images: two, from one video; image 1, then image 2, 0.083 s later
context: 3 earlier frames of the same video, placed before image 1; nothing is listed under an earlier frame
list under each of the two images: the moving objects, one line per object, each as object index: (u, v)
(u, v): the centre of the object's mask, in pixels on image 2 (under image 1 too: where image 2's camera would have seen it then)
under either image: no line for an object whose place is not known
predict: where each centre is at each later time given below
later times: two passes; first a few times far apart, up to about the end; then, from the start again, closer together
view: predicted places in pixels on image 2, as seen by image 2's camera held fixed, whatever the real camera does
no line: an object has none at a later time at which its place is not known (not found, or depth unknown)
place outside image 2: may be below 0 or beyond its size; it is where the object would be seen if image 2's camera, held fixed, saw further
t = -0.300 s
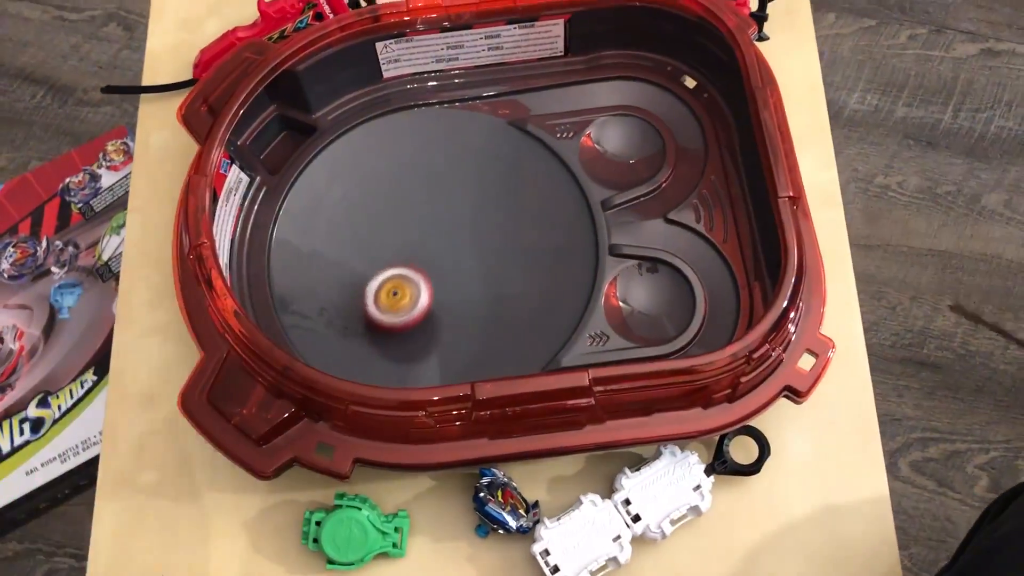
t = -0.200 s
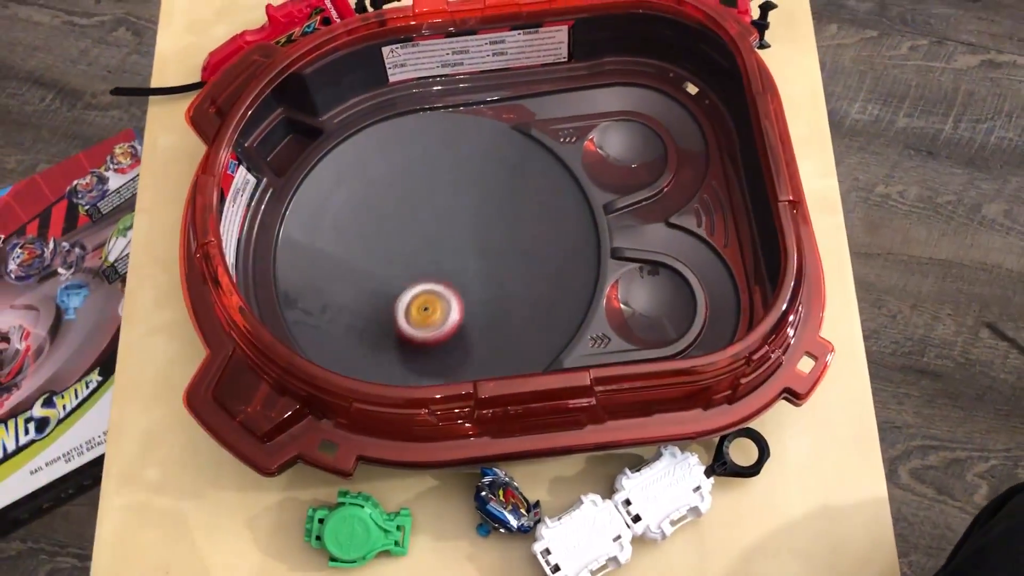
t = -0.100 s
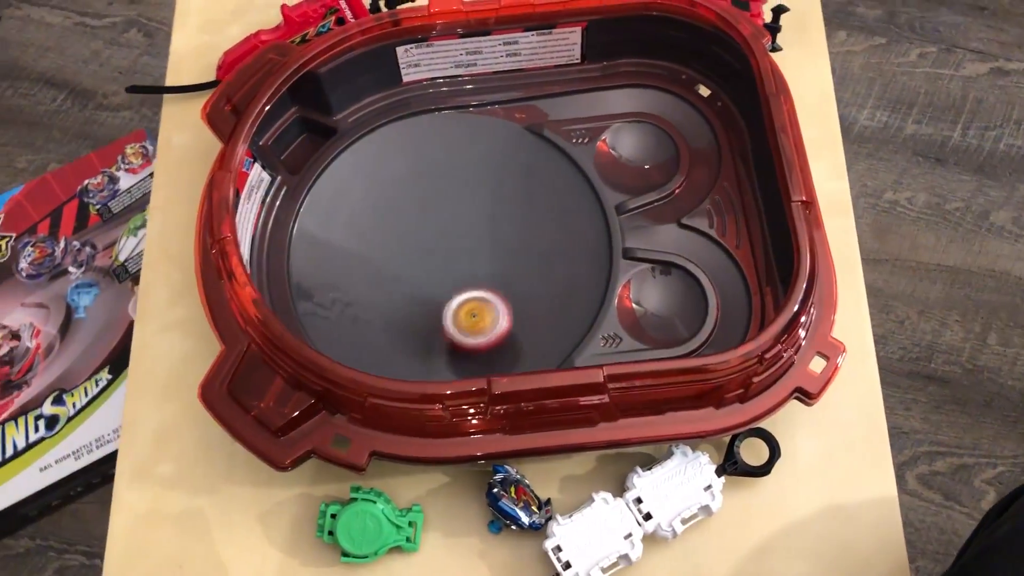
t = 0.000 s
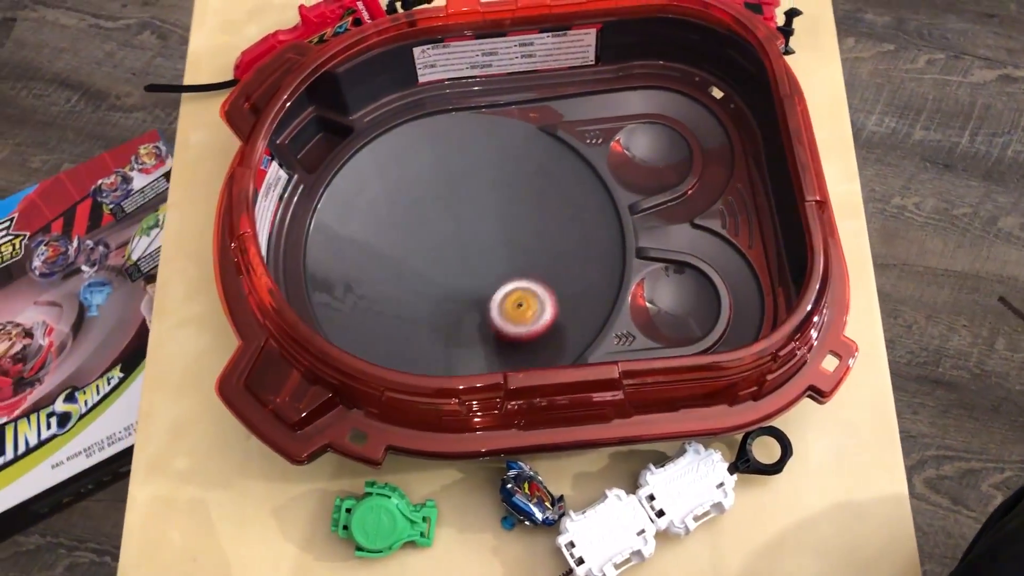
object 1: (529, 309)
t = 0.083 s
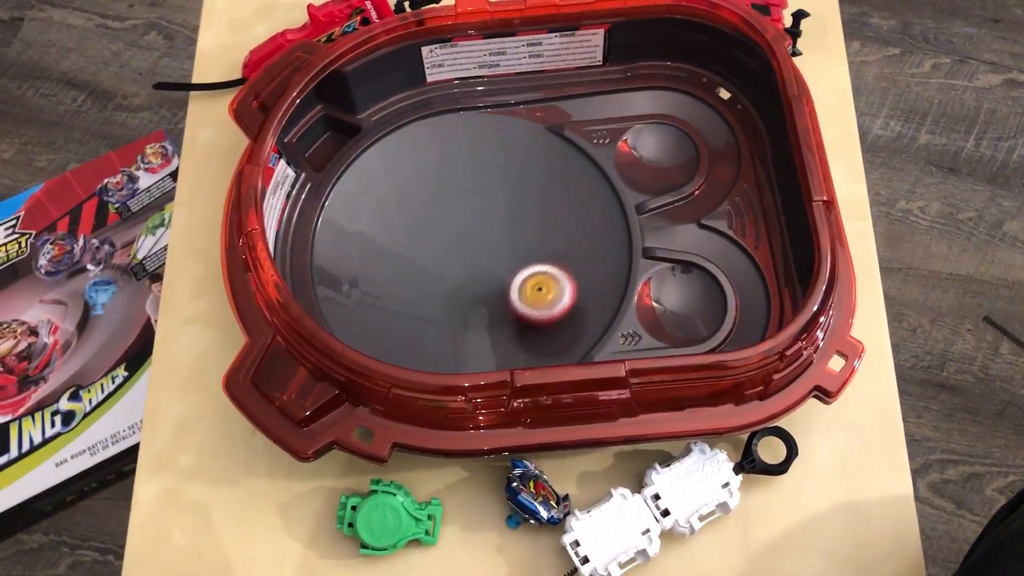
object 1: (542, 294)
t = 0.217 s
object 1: (534, 271)
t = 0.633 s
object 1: (425, 308)
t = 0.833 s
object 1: (471, 321)
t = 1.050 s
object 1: (478, 256)
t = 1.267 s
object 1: (416, 220)
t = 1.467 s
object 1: (397, 260)
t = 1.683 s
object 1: (434, 261)
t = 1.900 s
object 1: (439, 233)
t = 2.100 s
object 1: (443, 217)
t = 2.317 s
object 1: (454, 210)
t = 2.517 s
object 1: (466, 204)
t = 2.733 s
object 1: (480, 201)
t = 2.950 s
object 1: (486, 206)
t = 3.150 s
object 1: (492, 211)
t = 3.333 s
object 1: (500, 221)
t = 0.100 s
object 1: (543, 291)
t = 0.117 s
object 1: (543, 287)
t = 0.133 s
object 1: (543, 284)
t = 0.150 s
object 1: (542, 281)
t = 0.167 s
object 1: (541, 278)
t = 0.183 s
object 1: (539, 276)
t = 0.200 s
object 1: (537, 273)
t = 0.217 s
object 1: (534, 271)
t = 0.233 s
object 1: (531, 269)
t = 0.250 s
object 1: (528, 268)
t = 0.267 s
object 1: (523, 268)
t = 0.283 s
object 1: (518, 267)
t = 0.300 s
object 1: (513, 266)
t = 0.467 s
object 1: (451, 278)
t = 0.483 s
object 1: (446, 280)
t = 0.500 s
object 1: (441, 283)
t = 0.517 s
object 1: (437, 286)
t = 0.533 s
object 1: (434, 288)
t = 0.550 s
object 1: (431, 291)
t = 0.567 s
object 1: (428, 294)
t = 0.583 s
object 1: (427, 298)
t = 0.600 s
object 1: (425, 301)
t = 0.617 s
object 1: (424, 304)
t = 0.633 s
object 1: (425, 308)
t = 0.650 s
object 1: (425, 311)
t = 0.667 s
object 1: (427, 313)
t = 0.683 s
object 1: (429, 317)
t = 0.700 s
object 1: (432, 319)
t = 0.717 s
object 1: (435, 321)
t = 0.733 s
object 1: (440, 324)
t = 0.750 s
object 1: (444, 325)
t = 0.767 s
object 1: (449, 325)
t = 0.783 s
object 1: (455, 326)
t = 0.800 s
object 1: (460, 325)
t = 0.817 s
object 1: (465, 324)
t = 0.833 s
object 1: (471, 321)
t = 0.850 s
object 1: (475, 320)
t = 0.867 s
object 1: (479, 316)
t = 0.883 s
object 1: (482, 312)
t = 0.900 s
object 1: (485, 308)
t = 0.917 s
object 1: (486, 303)
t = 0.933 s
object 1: (487, 297)
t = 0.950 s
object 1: (488, 292)
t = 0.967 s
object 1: (488, 286)
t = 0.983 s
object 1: (487, 279)
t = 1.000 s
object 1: (485, 274)
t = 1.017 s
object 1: (484, 268)
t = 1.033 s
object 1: (481, 263)
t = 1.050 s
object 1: (478, 256)
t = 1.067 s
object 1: (474, 251)
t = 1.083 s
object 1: (471, 246)
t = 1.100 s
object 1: (467, 241)
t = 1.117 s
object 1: (461, 236)
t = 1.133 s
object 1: (457, 232)
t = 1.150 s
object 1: (452, 229)
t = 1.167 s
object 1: (447, 226)
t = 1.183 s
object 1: (441, 223)
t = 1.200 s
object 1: (436, 221)
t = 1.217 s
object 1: (431, 220)
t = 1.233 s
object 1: (426, 219)
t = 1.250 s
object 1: (421, 219)
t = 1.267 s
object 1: (416, 220)
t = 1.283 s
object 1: (412, 222)
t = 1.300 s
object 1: (407, 224)
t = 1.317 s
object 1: (403, 226)
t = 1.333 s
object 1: (399, 230)
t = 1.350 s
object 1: (396, 232)
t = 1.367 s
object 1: (394, 237)
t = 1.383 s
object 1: (392, 242)
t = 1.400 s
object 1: (391, 245)
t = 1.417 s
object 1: (391, 249)
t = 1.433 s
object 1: (393, 254)
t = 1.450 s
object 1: (394, 257)
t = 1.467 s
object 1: (397, 260)
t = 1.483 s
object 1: (399, 262)
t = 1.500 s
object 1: (402, 264)
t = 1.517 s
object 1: (405, 266)
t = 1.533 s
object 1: (408, 267)
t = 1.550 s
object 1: (411, 268)
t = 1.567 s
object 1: (415, 267)
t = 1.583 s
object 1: (418, 267)
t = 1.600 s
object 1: (422, 267)
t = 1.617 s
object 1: (424, 266)
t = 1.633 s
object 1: (427, 265)
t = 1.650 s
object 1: (429, 264)
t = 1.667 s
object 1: (431, 262)
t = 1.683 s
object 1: (434, 261)
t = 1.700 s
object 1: (435, 259)
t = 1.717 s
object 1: (436, 258)
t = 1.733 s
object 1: (437, 255)
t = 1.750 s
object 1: (438, 253)
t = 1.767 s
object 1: (438, 251)
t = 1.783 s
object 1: (439, 249)
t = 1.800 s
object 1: (439, 246)
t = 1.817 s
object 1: (438, 244)
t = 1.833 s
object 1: (439, 241)
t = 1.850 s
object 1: (438, 239)
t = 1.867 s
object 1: (438, 237)
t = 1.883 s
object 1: (439, 234)
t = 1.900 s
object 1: (439, 233)
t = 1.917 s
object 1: (439, 230)
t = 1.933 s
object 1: (439, 229)
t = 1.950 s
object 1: (439, 227)
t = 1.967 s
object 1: (439, 225)
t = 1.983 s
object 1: (440, 224)
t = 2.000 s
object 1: (440, 222)
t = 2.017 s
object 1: (441, 221)
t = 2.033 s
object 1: (441, 221)
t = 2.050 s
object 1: (441, 220)
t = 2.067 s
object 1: (442, 219)
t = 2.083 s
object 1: (442, 218)
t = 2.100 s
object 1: (443, 217)
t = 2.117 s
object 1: (444, 216)
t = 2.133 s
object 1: (444, 216)
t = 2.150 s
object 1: (445, 215)
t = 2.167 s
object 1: (446, 215)
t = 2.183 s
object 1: (446, 214)
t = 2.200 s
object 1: (447, 213)
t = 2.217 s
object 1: (448, 213)
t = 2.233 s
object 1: (449, 212)
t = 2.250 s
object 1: (450, 211)
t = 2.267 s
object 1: (451, 211)
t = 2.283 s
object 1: (452, 211)
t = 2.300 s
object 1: (453, 211)
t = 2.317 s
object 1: (454, 210)
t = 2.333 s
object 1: (455, 210)
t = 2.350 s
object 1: (456, 209)
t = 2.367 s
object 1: (457, 208)
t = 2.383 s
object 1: (458, 208)
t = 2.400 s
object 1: (459, 207)
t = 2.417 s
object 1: (460, 207)
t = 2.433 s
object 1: (461, 206)
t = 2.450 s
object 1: (462, 205)
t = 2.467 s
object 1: (463, 205)
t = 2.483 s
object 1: (464, 205)
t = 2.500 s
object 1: (465, 205)
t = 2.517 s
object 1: (466, 204)
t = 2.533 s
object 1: (467, 204)
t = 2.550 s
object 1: (468, 204)
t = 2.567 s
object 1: (469, 203)
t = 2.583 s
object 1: (469, 202)
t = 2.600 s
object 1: (471, 202)
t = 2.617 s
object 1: (472, 202)
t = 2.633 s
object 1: (473, 201)
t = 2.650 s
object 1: (474, 201)
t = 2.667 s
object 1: (475, 201)
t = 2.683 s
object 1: (476, 201)
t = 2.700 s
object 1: (478, 201)
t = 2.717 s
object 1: (479, 201)
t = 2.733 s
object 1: (480, 201)
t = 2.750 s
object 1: (481, 201)
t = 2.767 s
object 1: (481, 202)
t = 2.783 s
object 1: (482, 202)
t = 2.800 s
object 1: (483, 202)
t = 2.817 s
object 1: (483, 202)
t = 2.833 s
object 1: (483, 203)
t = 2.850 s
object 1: (484, 203)
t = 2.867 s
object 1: (484, 204)
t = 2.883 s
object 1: (485, 204)
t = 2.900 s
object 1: (485, 205)
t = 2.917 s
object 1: (485, 205)
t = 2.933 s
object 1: (486, 206)
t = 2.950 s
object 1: (486, 206)
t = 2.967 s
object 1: (486, 206)
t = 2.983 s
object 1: (486, 206)
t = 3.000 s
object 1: (487, 207)
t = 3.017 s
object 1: (487, 207)
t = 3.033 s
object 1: (488, 208)
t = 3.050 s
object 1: (488, 208)
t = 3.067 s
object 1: (489, 209)
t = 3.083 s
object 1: (490, 209)
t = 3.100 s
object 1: (490, 209)
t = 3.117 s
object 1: (491, 210)
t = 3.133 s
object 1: (492, 210)
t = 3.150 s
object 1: (492, 211)
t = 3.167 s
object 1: (493, 212)
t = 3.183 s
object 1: (494, 212)
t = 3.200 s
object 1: (495, 213)
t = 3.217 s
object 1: (496, 214)
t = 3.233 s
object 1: (496, 215)
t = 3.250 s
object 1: (497, 216)
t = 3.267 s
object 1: (498, 217)
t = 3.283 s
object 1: (499, 218)
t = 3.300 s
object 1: (499, 218)
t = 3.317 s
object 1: (500, 220)
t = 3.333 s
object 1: (500, 221)
